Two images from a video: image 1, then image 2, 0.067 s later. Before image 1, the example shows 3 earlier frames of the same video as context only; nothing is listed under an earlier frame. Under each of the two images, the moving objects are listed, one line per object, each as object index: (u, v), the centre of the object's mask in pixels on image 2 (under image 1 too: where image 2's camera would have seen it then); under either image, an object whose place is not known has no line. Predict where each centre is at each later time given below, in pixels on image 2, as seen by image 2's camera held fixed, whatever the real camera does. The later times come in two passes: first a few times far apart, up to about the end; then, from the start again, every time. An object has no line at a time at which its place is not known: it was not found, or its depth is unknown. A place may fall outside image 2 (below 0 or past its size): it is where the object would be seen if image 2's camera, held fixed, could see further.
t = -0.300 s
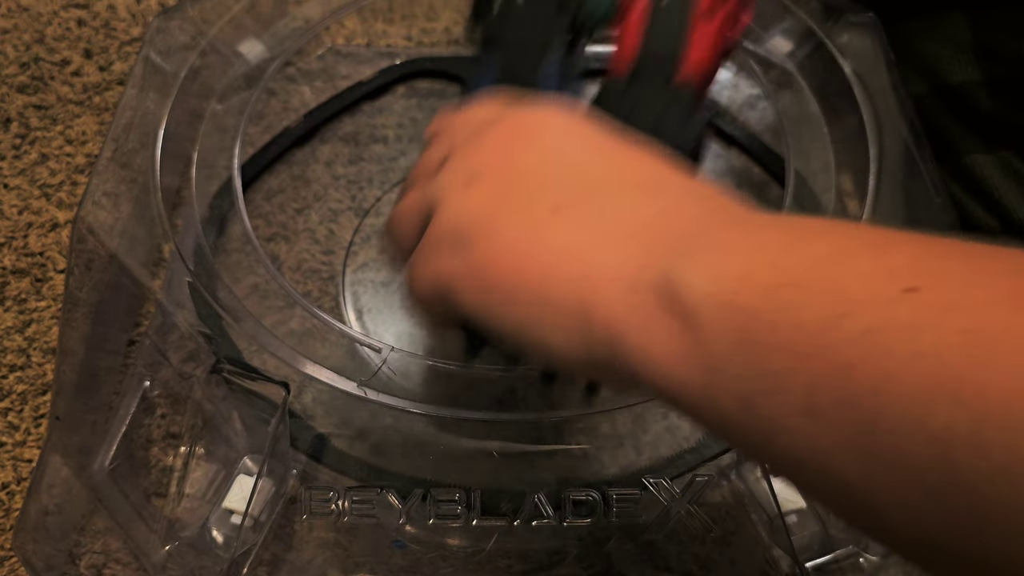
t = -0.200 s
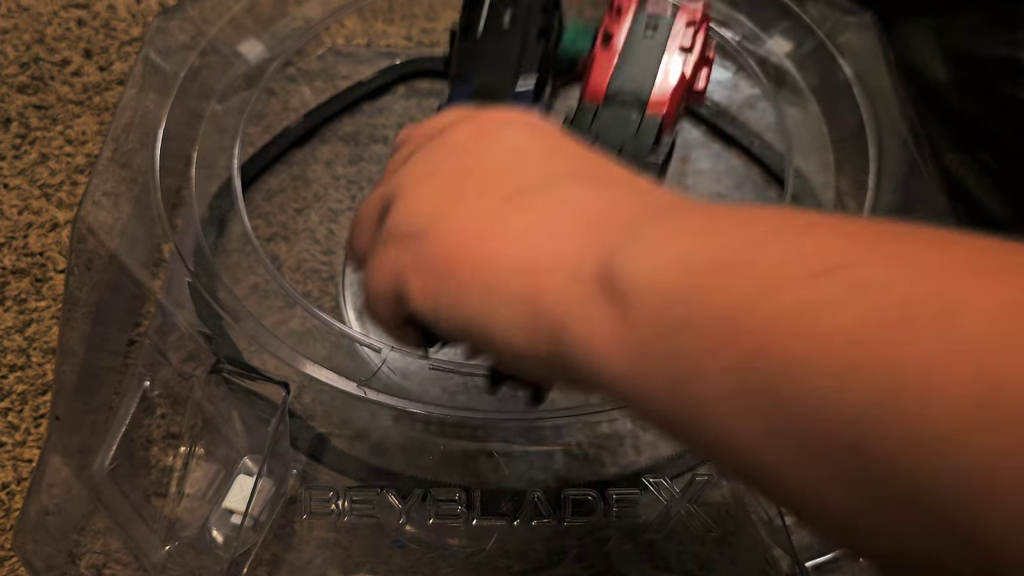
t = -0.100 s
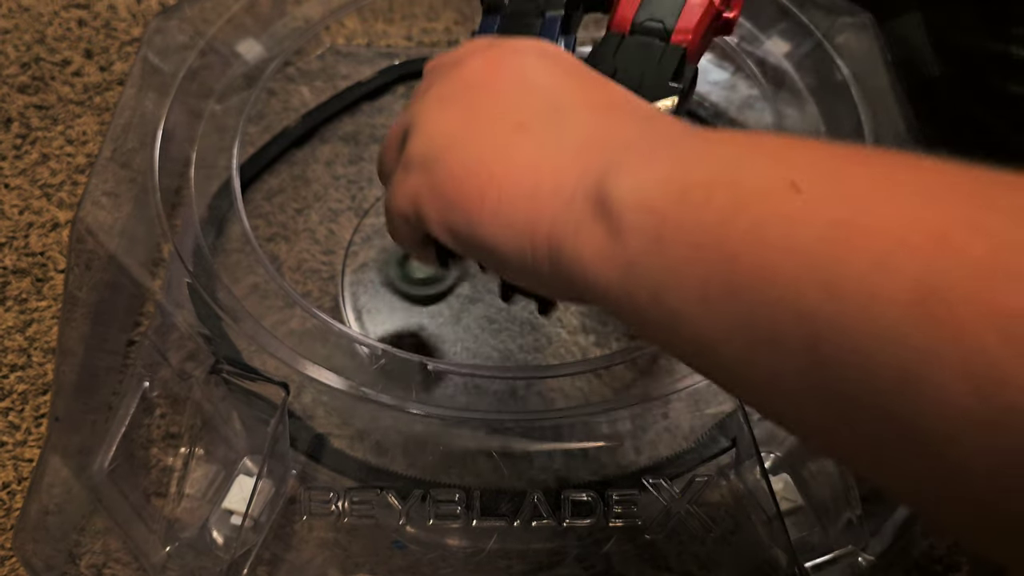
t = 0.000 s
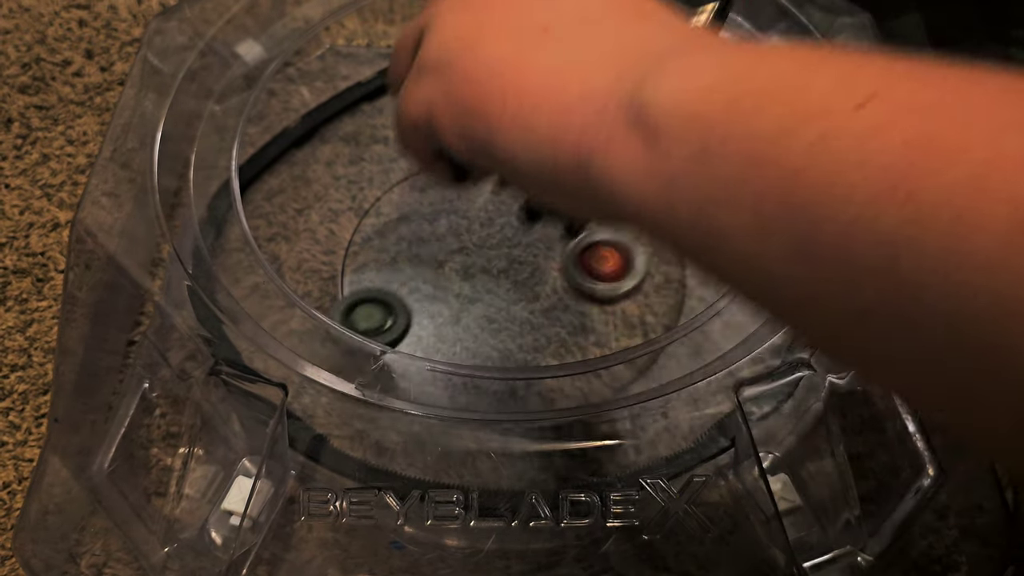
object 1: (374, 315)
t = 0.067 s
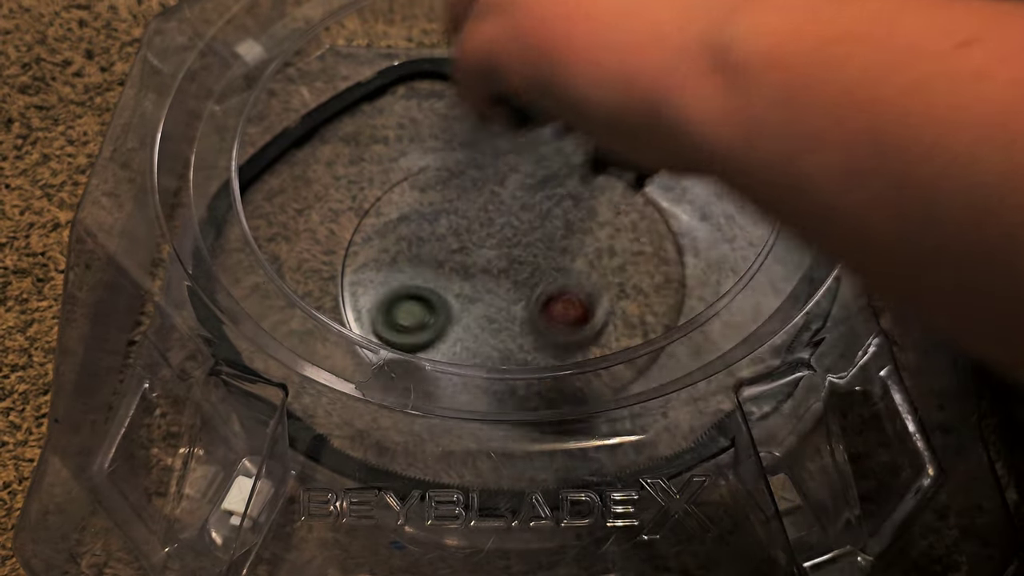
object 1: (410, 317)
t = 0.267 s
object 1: (454, 287)
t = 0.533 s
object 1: (450, 259)
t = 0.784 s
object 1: (447, 294)
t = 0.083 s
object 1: (423, 322)
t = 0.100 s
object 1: (434, 320)
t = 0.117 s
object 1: (446, 321)
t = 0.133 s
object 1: (455, 320)
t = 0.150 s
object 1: (454, 316)
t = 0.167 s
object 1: (453, 310)
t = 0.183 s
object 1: (453, 308)
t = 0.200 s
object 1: (452, 302)
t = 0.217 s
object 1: (453, 298)
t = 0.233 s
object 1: (453, 295)
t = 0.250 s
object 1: (453, 291)
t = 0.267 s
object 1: (454, 287)
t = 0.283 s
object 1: (455, 284)
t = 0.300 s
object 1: (455, 281)
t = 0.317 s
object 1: (456, 278)
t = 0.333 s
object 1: (456, 276)
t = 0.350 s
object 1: (456, 273)
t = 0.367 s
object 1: (456, 270)
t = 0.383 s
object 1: (456, 268)
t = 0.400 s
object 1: (456, 266)
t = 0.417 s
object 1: (456, 265)
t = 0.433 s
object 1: (455, 263)
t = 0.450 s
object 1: (455, 262)
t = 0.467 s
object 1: (454, 261)
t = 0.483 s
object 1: (453, 260)
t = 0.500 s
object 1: (452, 260)
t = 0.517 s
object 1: (451, 260)
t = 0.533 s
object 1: (450, 259)
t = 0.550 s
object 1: (448, 259)
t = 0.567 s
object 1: (447, 259)
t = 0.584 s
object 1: (445, 259)
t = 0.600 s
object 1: (444, 260)
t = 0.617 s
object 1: (442, 262)
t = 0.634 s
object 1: (441, 264)
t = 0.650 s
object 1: (440, 265)
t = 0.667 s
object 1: (439, 267)
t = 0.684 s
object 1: (438, 271)
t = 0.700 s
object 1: (438, 273)
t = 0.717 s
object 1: (438, 277)
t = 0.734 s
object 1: (438, 281)
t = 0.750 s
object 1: (440, 286)
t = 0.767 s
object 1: (444, 290)
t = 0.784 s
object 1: (447, 294)
